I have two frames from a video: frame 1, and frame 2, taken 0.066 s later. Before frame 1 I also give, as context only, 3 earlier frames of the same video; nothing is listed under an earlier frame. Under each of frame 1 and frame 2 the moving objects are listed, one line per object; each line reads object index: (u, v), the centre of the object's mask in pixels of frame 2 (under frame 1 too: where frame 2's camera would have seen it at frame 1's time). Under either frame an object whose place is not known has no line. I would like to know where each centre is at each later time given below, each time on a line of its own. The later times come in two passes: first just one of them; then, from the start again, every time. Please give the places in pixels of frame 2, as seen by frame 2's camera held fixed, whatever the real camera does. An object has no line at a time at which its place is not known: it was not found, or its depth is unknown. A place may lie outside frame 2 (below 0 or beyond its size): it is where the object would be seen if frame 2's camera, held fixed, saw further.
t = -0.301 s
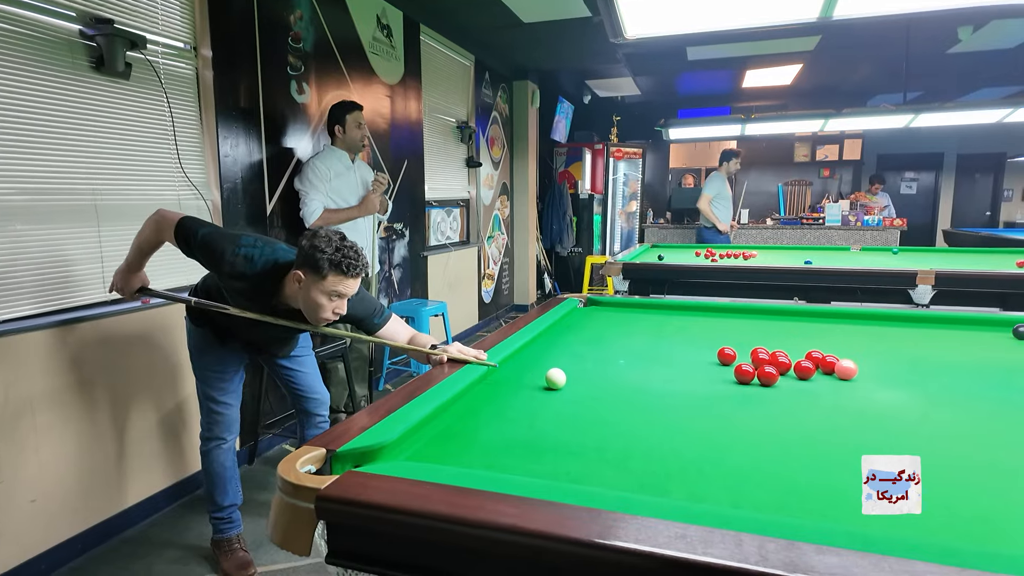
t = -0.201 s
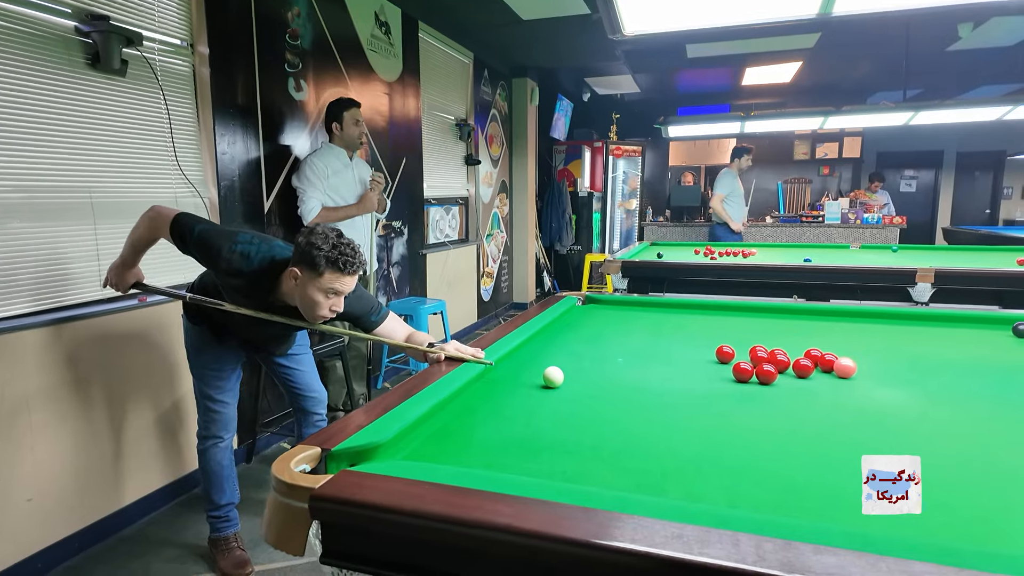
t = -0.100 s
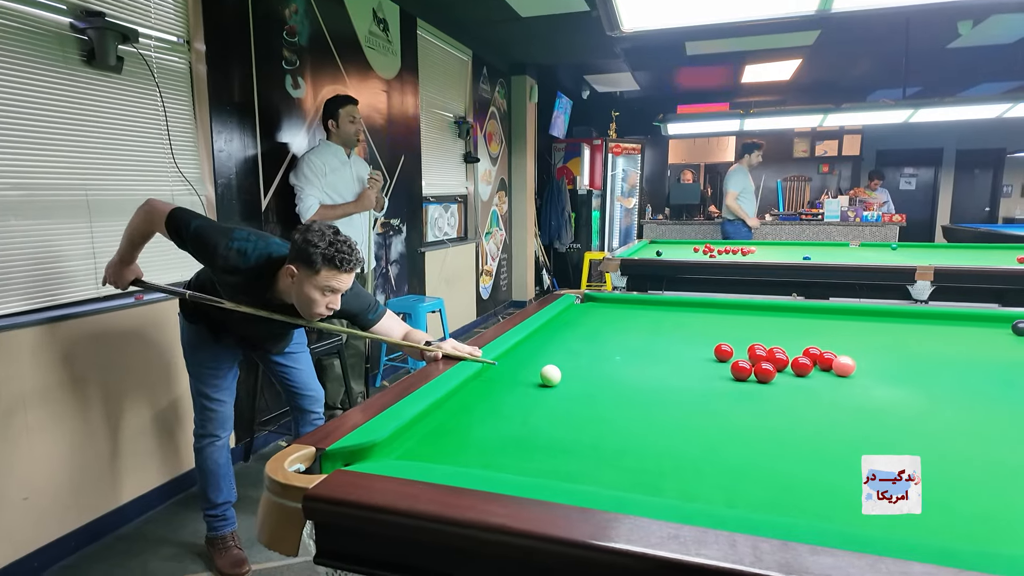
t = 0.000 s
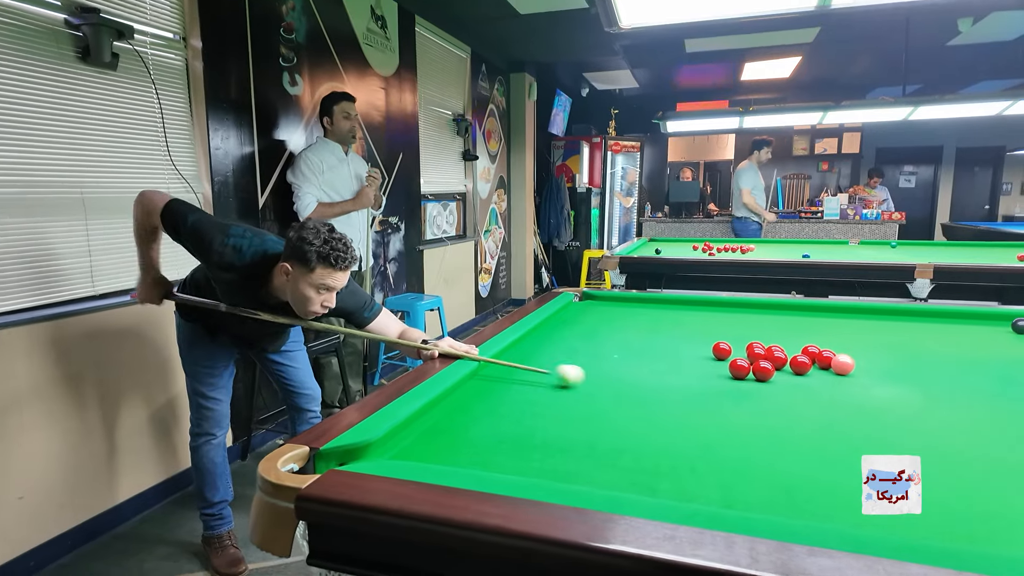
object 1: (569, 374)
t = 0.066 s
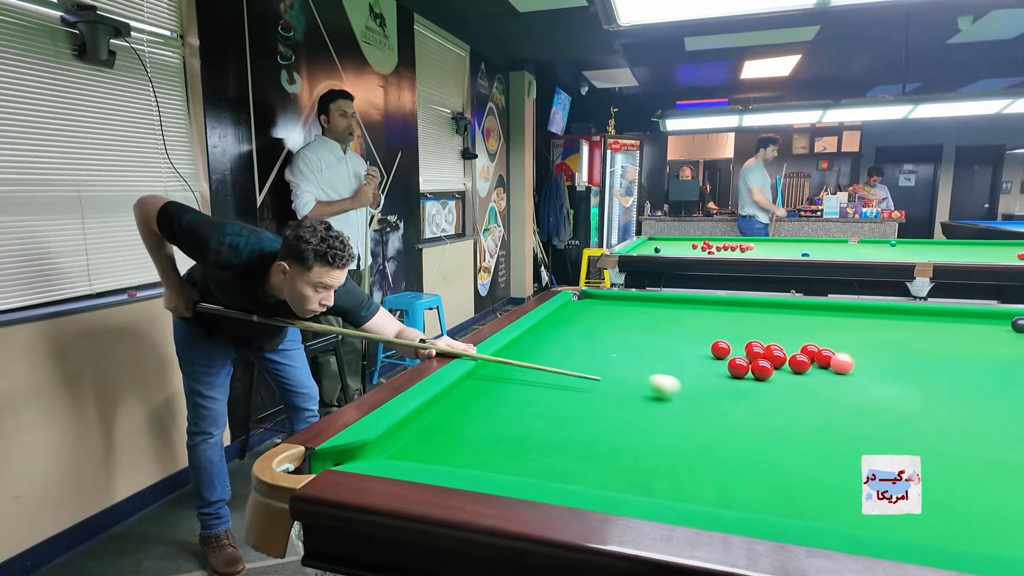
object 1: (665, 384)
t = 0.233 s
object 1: (945, 419)
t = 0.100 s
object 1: (717, 393)
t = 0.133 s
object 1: (771, 398)
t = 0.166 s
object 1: (827, 405)
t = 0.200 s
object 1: (885, 412)
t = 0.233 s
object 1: (945, 419)
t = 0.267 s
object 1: (1008, 427)
